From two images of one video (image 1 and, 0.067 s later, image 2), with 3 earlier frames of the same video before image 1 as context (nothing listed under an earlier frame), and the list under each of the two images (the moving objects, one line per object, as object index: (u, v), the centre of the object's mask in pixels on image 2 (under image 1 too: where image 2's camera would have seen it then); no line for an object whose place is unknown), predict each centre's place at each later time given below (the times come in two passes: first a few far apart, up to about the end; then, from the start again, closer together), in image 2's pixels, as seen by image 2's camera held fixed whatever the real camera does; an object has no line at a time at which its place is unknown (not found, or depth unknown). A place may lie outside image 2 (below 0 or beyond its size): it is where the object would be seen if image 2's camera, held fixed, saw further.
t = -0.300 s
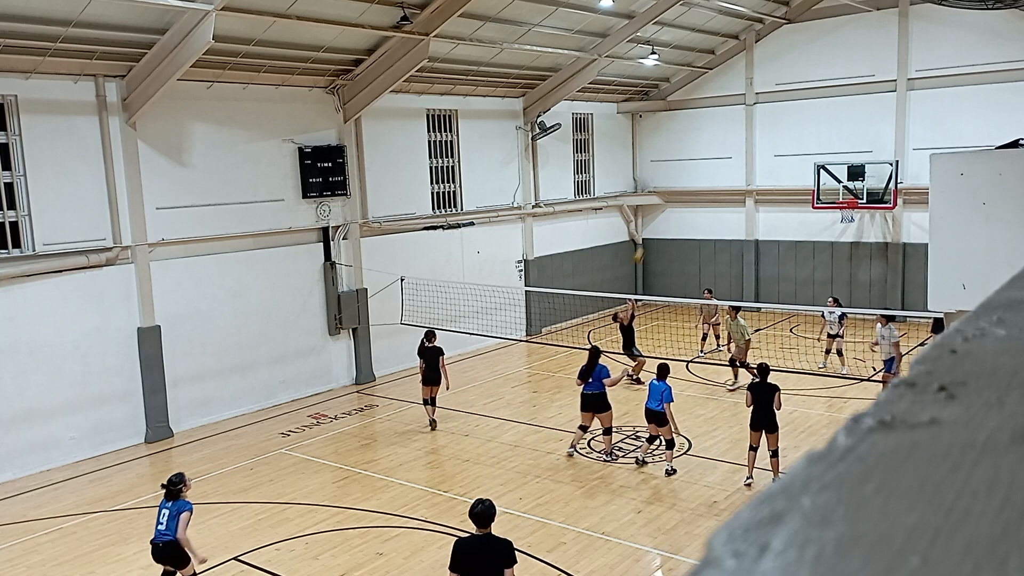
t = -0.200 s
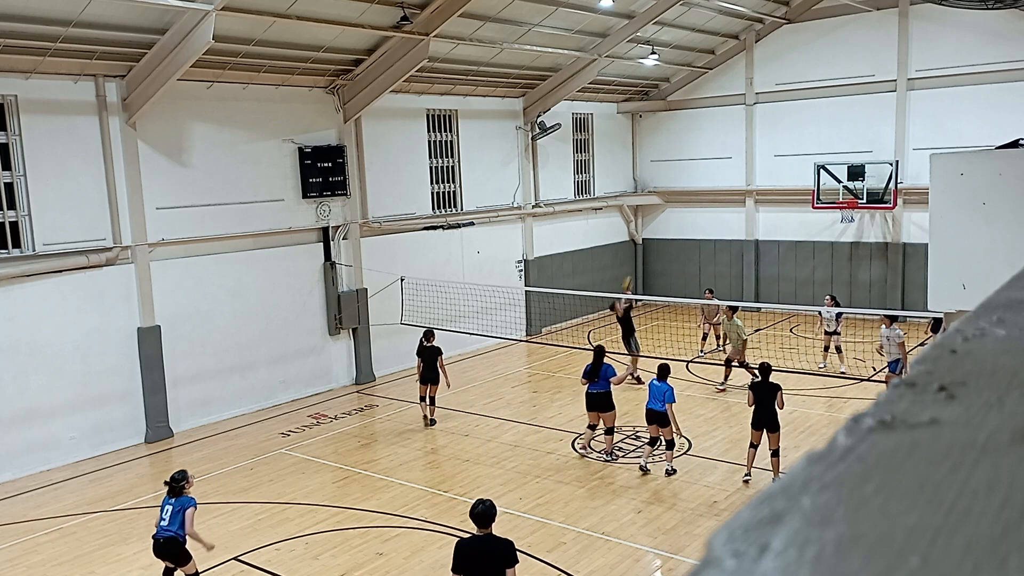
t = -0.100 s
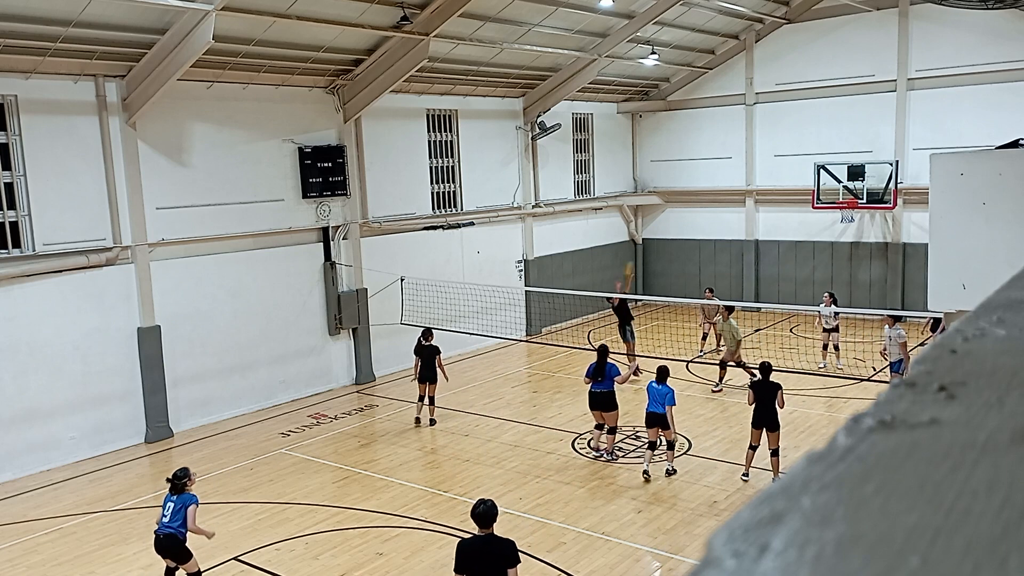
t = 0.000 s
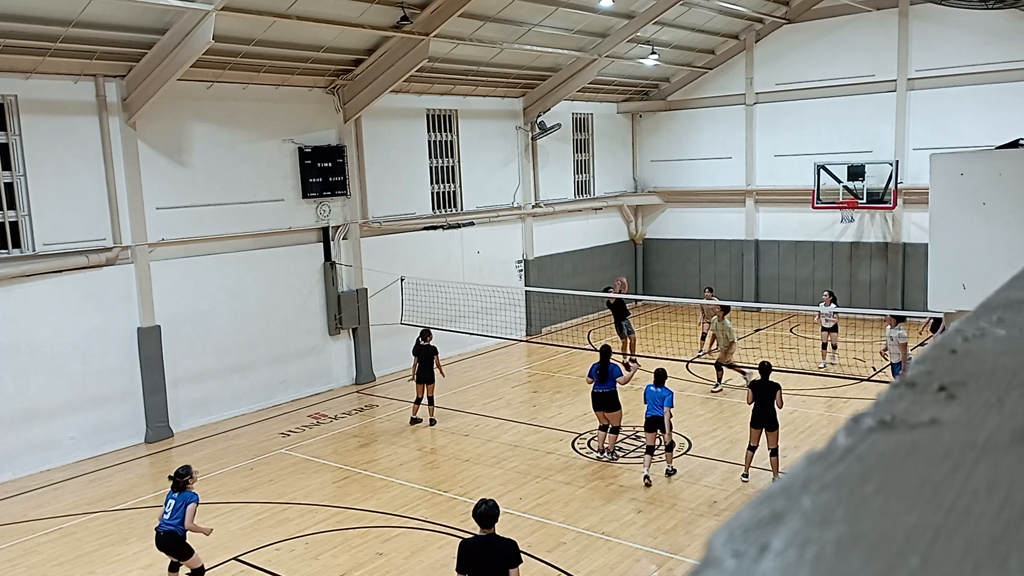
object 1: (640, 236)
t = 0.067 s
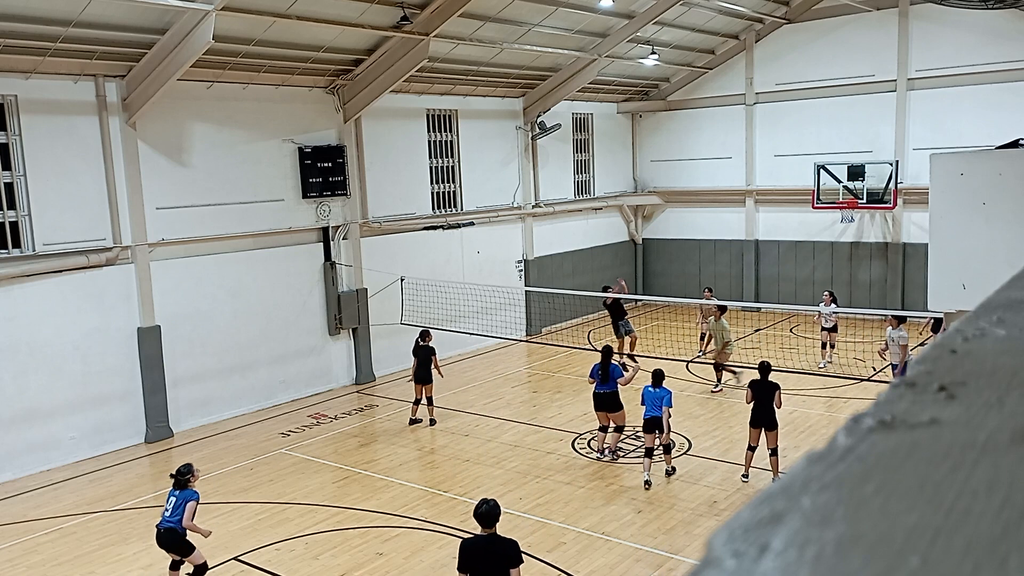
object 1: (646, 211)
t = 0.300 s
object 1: (675, 152)
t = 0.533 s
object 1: (706, 119)
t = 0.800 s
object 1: (744, 119)
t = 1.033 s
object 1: (780, 161)
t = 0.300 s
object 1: (675, 152)
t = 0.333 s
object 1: (679, 146)
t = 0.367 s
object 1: (684, 140)
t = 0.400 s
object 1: (688, 134)
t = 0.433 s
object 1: (692, 130)
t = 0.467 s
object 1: (697, 126)
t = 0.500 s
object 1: (701, 122)
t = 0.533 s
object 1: (706, 119)
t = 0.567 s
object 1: (711, 117)
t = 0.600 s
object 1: (715, 115)
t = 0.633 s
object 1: (720, 114)
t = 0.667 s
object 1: (724, 114)
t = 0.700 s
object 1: (729, 114)
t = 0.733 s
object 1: (734, 115)
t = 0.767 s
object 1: (739, 117)
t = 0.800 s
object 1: (744, 119)
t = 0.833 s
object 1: (749, 123)
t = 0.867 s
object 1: (754, 127)
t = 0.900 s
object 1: (760, 132)
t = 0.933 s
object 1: (766, 138)
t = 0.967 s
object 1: (770, 144)
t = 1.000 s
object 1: (776, 152)
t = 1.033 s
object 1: (780, 161)
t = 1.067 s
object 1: (786, 170)
